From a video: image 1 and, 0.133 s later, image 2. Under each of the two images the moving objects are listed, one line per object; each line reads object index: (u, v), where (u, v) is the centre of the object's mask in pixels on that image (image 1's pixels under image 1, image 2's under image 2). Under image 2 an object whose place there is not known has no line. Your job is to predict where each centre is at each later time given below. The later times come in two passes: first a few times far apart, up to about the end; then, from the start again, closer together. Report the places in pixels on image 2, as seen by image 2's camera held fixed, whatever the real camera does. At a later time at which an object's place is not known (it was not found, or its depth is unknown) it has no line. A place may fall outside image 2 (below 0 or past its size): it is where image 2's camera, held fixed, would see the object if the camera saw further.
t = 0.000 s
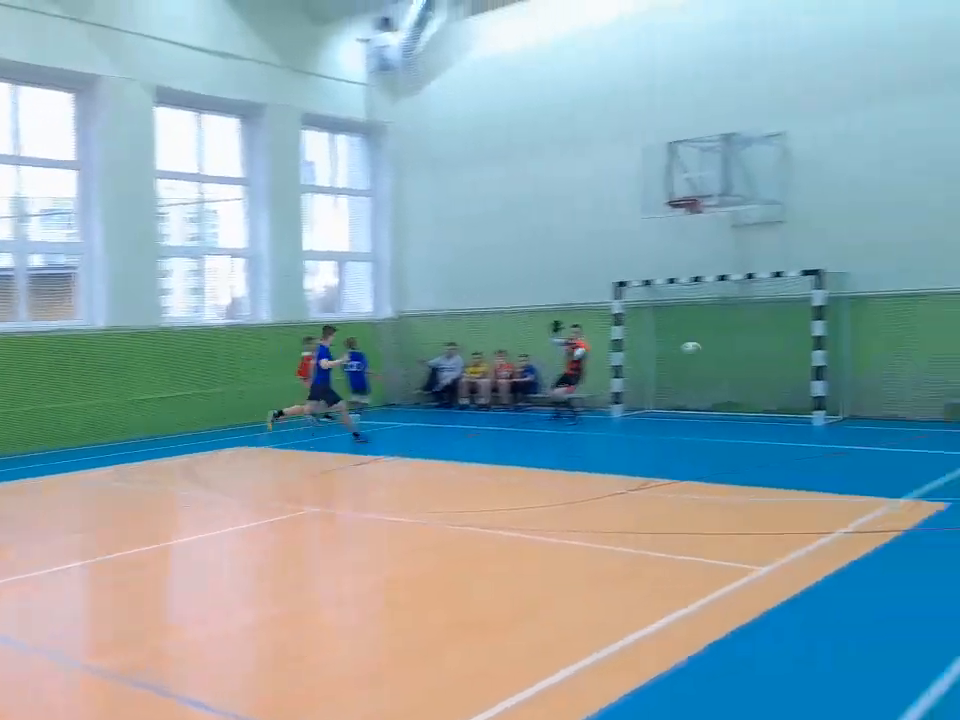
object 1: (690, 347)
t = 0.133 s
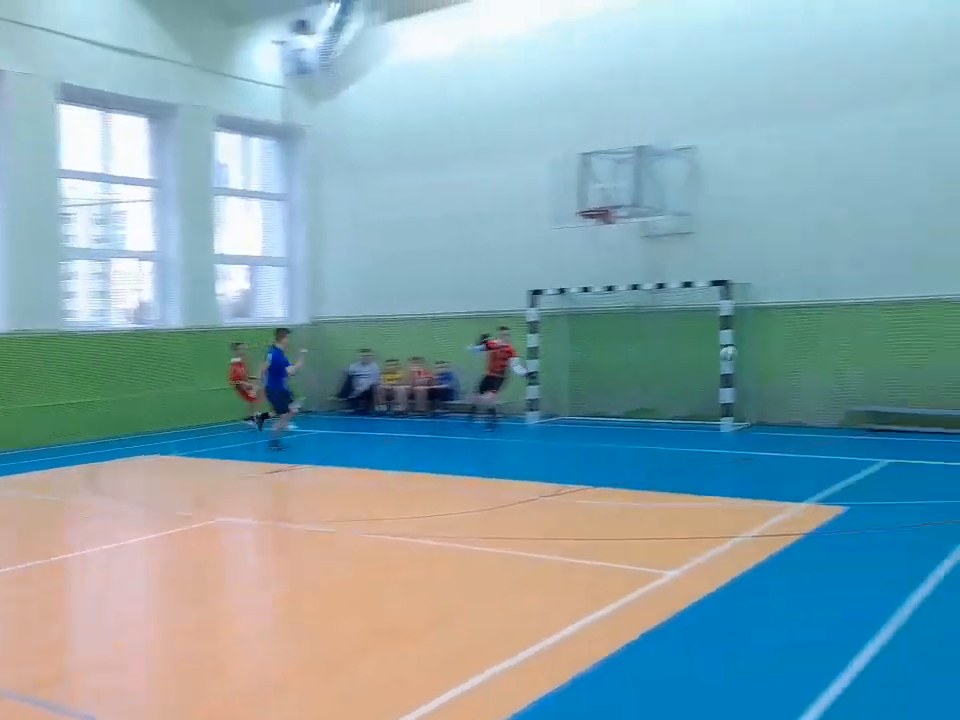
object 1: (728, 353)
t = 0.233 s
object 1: (750, 365)
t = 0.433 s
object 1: (804, 422)
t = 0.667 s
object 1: (859, 431)
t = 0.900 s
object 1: (913, 446)
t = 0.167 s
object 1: (736, 355)
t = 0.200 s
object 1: (742, 360)
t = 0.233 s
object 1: (750, 365)
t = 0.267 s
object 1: (758, 371)
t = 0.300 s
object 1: (766, 380)
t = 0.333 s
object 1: (776, 388)
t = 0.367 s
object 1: (784, 398)
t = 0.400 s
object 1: (795, 409)
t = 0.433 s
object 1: (804, 422)
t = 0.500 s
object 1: (827, 451)
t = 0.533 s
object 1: (833, 445)
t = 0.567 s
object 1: (839, 440)
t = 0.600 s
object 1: (846, 437)
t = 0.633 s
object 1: (852, 433)
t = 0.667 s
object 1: (859, 431)
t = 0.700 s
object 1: (866, 430)
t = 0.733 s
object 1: (873, 430)
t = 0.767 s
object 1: (880, 431)
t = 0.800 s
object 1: (888, 433)
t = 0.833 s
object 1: (896, 436)
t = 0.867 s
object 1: (905, 441)
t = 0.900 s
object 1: (913, 446)
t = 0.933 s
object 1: (923, 454)
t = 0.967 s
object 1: (932, 463)
